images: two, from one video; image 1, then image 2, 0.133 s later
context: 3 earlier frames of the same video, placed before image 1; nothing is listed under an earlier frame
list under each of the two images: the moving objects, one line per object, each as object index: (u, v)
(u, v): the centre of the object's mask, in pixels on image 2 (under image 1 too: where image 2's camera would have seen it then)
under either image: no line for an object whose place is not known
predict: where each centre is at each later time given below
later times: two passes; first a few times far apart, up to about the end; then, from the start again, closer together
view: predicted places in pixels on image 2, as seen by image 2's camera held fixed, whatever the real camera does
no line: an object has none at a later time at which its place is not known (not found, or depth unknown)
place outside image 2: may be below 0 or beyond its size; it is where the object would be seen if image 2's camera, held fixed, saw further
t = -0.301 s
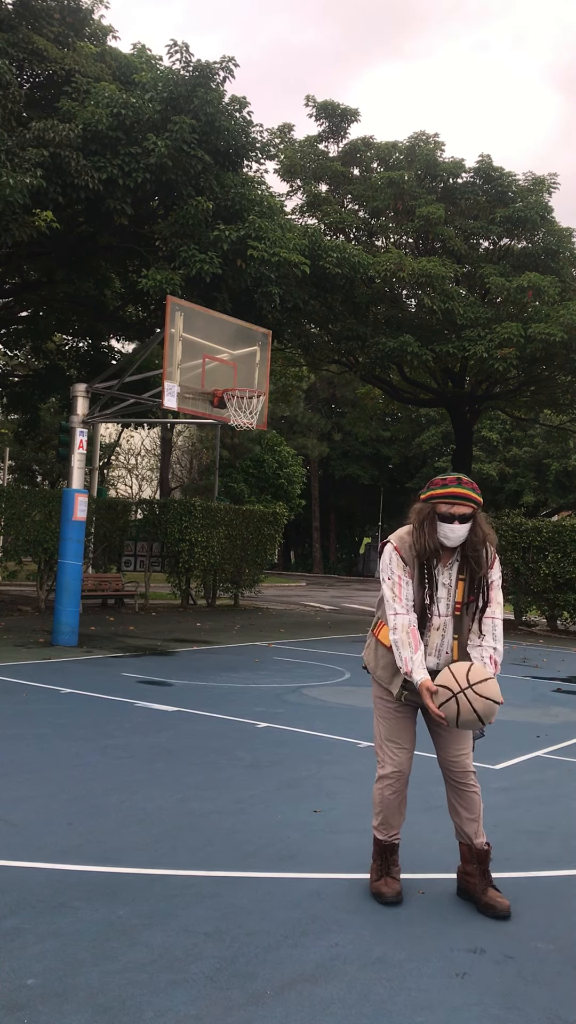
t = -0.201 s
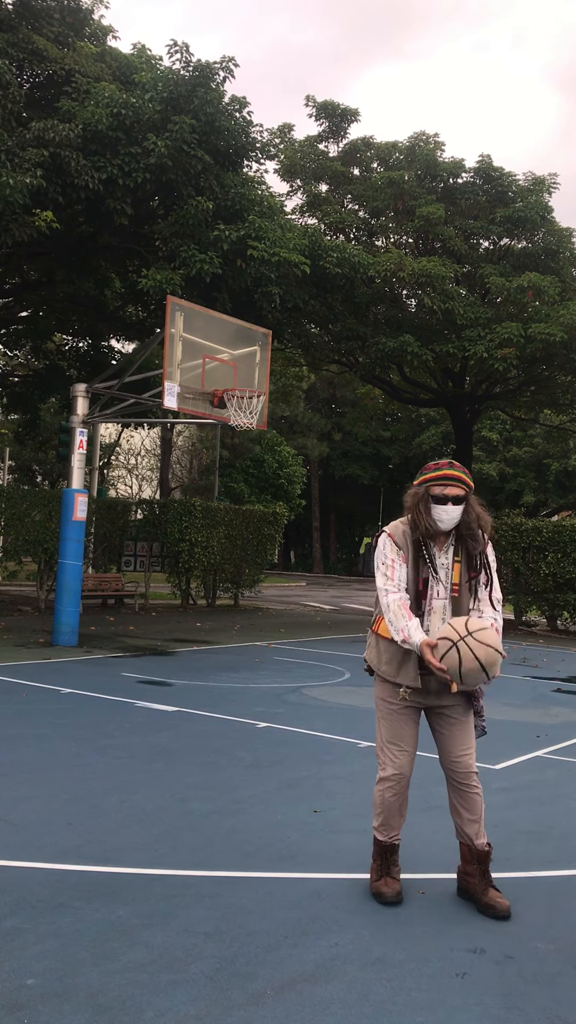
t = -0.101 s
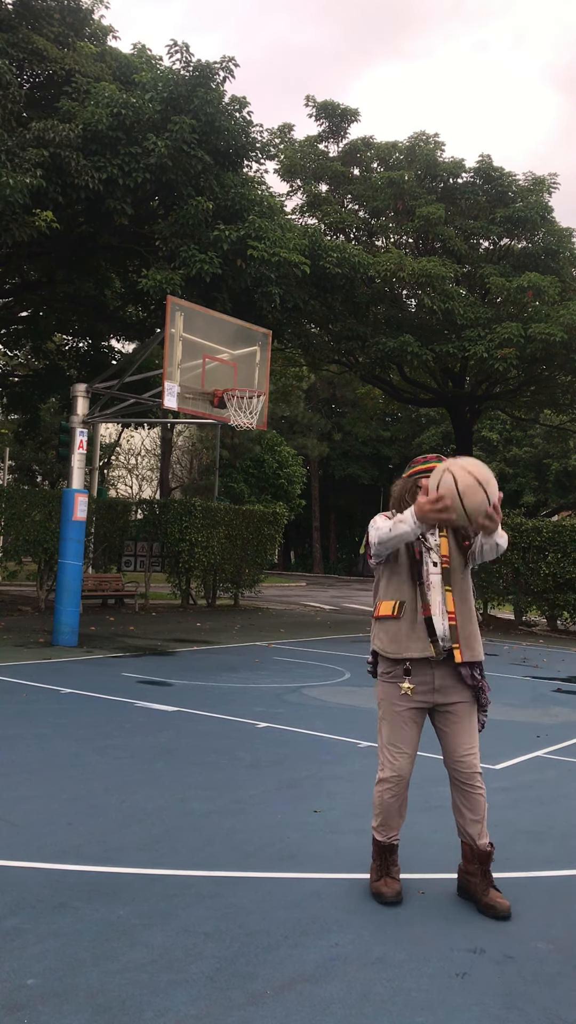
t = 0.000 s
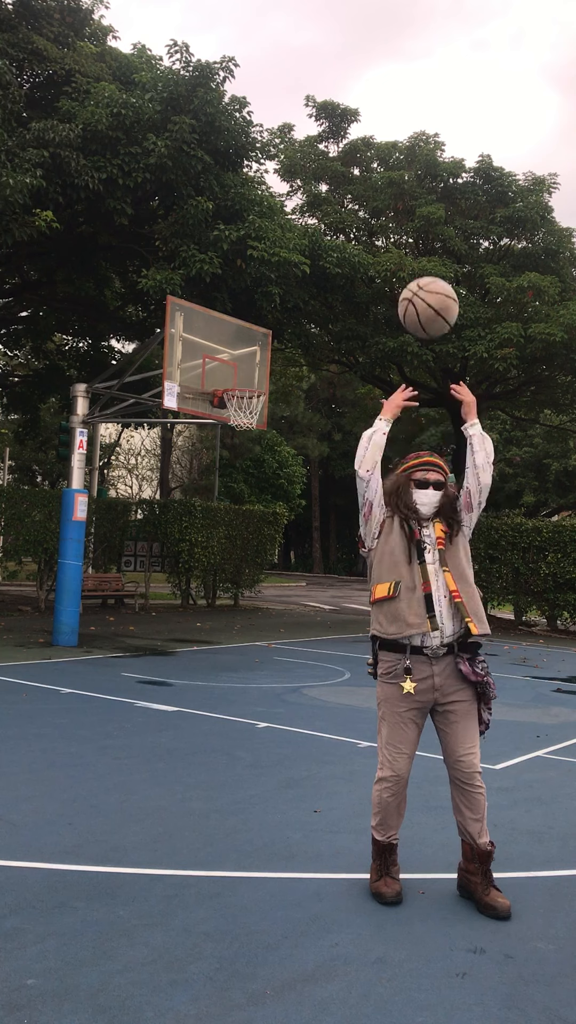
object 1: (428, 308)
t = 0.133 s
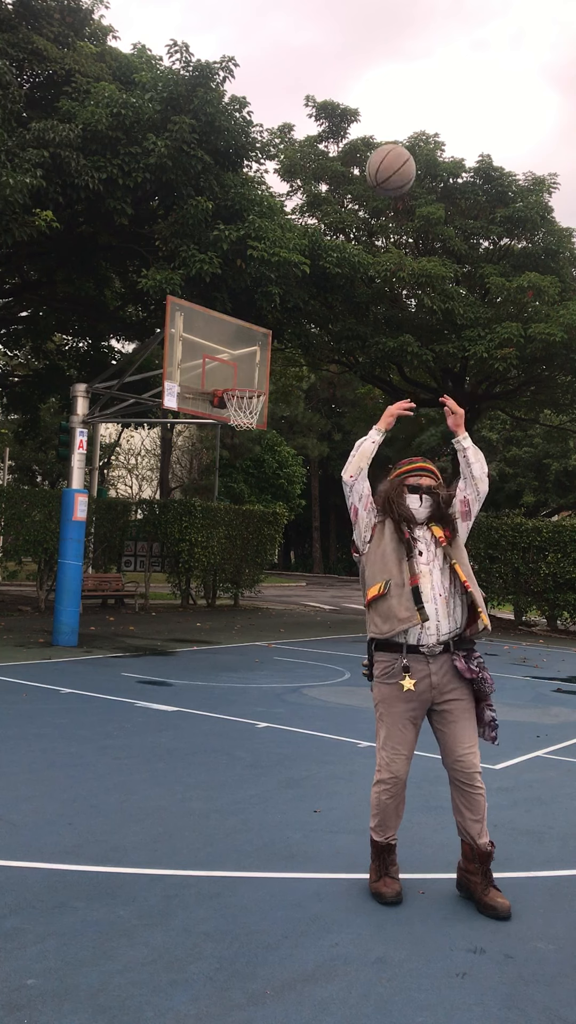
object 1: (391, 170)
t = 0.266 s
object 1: (361, 103)
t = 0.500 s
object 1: (323, 76)
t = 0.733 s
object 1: (294, 118)
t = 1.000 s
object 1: (267, 214)
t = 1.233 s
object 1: (247, 328)
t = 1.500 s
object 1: (290, 440)
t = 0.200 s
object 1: (375, 131)
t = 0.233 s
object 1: (368, 115)
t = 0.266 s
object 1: (361, 103)
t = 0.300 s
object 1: (355, 92)
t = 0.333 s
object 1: (349, 86)
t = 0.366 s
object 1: (344, 80)
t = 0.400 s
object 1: (338, 77)
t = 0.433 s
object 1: (333, 75)
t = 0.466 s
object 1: (328, 75)
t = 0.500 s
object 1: (323, 76)
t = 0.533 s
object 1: (318, 79)
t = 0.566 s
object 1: (314, 83)
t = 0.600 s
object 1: (310, 88)
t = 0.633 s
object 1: (306, 94)
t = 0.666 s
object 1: (302, 101)
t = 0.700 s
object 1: (298, 109)
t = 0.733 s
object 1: (294, 118)
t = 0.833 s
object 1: (283, 149)
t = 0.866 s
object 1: (280, 161)
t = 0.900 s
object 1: (276, 174)
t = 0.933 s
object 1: (273, 186)
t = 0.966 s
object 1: (270, 199)
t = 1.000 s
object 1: (267, 214)
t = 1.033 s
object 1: (264, 229)
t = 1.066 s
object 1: (261, 245)
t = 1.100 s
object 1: (258, 261)
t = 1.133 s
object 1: (255, 278)
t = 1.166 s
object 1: (252, 295)
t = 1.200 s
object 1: (250, 312)
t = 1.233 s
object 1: (247, 328)
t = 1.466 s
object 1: (281, 427)
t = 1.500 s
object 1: (290, 440)
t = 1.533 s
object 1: (299, 453)
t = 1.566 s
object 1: (308, 468)
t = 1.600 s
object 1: (317, 483)
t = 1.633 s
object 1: (326, 499)
